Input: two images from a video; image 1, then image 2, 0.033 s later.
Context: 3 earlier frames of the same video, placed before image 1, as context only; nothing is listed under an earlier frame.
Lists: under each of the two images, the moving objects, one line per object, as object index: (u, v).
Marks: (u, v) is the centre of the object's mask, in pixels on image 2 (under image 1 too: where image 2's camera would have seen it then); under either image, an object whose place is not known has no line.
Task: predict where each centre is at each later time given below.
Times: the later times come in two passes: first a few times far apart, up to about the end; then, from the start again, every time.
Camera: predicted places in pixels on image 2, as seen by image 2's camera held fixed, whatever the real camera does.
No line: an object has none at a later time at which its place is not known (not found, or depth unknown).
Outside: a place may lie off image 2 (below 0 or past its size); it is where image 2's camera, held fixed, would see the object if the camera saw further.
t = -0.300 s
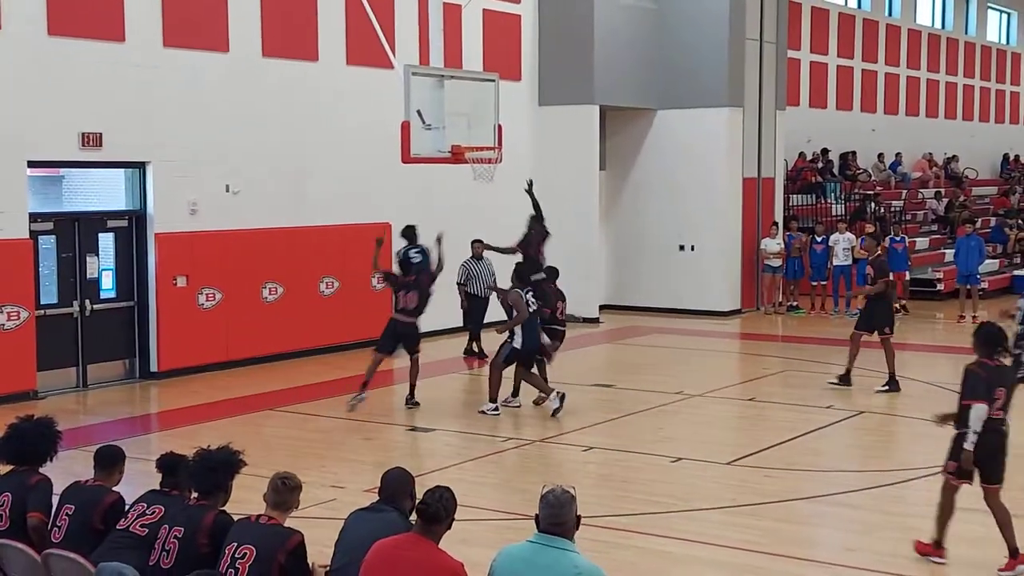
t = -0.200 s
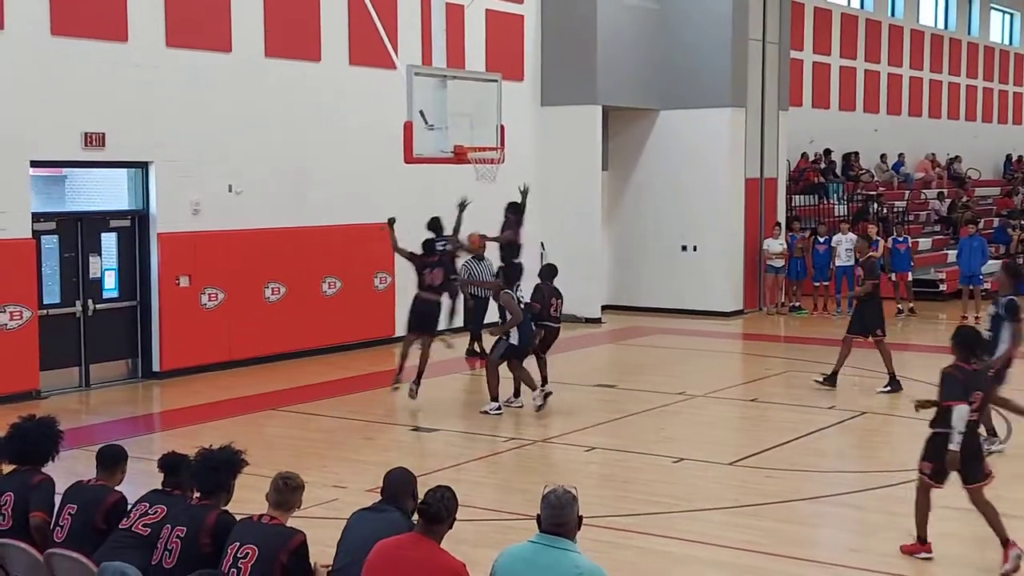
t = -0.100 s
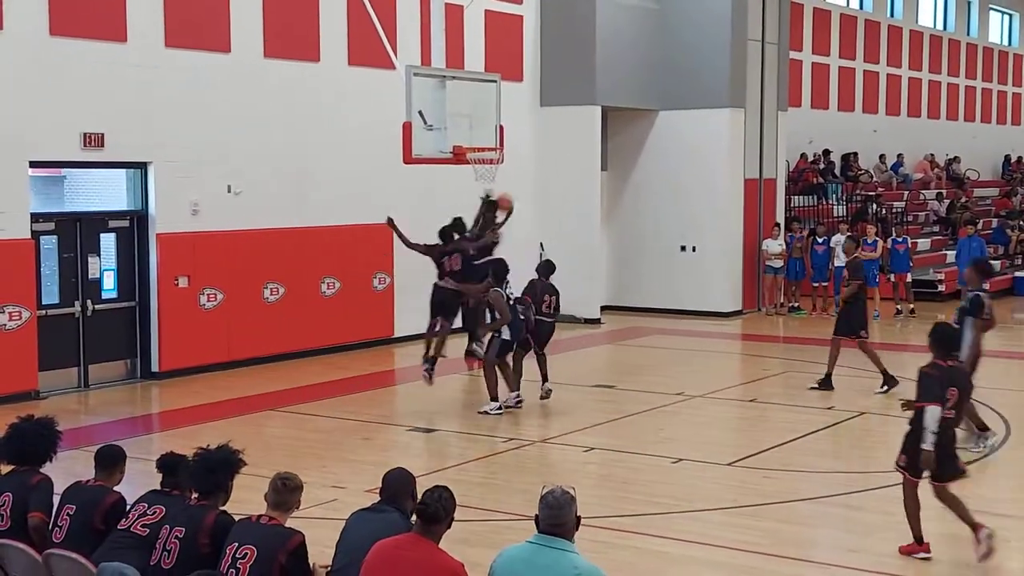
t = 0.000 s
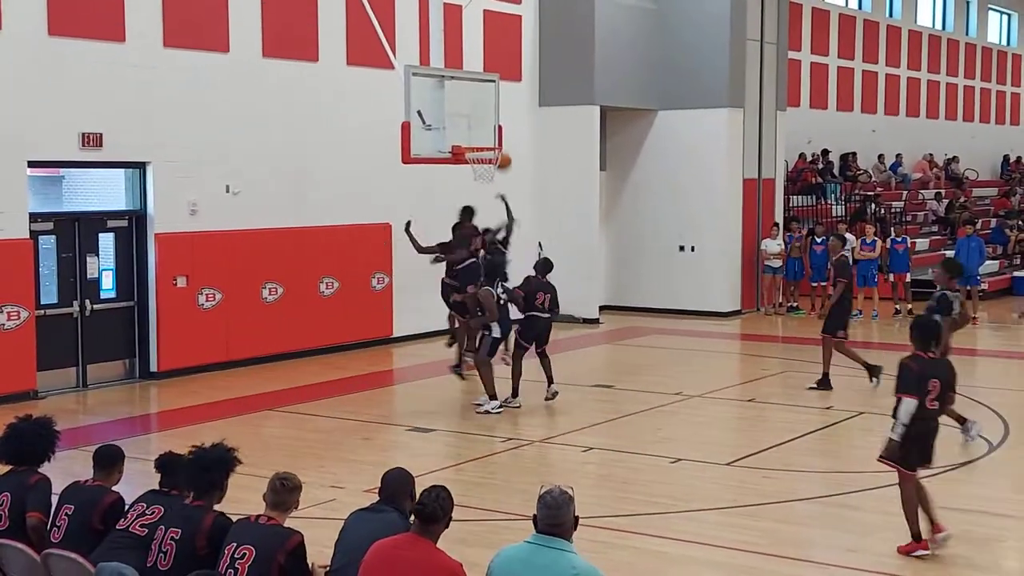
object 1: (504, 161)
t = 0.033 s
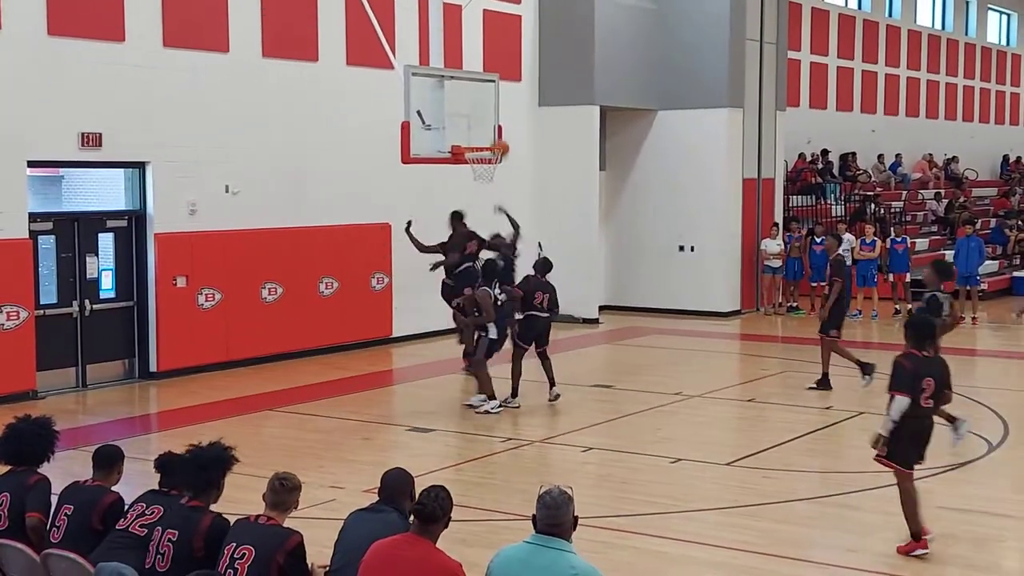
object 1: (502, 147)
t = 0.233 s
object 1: (487, 92)
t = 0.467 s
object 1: (474, 65)
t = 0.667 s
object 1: (462, 77)
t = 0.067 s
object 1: (497, 137)
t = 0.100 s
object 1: (495, 126)
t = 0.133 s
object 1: (493, 117)
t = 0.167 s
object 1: (491, 107)
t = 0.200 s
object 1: (489, 99)
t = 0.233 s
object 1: (487, 92)
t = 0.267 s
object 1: (485, 86)
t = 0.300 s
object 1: (483, 80)
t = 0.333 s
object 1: (481, 75)
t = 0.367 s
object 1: (479, 71)
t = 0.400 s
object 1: (476, 68)
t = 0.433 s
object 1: (475, 66)
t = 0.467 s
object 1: (474, 65)
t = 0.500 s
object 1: (472, 65)
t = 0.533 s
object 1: (469, 65)
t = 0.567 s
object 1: (468, 67)
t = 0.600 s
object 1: (466, 70)
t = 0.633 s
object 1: (465, 73)
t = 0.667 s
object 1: (462, 77)
